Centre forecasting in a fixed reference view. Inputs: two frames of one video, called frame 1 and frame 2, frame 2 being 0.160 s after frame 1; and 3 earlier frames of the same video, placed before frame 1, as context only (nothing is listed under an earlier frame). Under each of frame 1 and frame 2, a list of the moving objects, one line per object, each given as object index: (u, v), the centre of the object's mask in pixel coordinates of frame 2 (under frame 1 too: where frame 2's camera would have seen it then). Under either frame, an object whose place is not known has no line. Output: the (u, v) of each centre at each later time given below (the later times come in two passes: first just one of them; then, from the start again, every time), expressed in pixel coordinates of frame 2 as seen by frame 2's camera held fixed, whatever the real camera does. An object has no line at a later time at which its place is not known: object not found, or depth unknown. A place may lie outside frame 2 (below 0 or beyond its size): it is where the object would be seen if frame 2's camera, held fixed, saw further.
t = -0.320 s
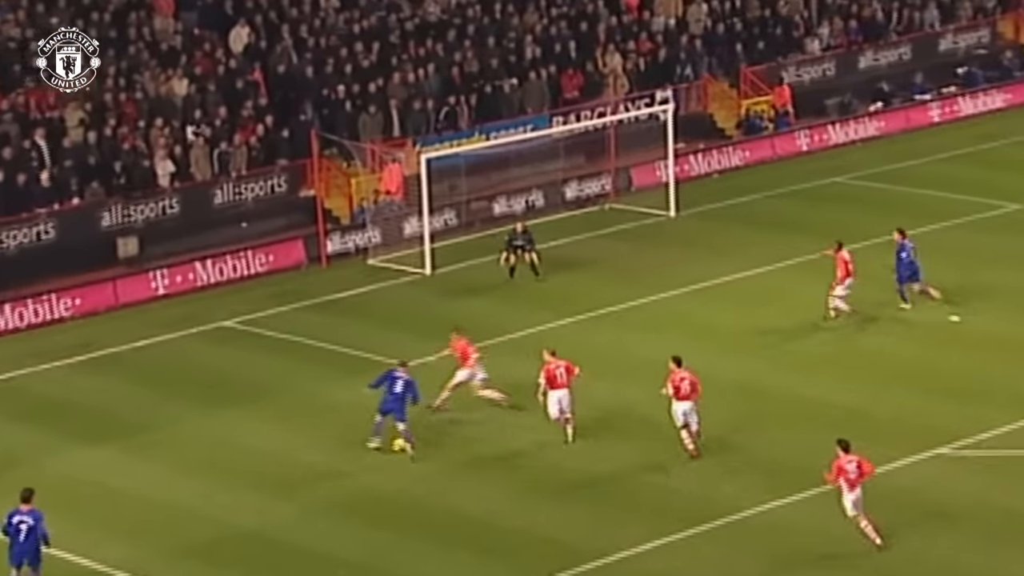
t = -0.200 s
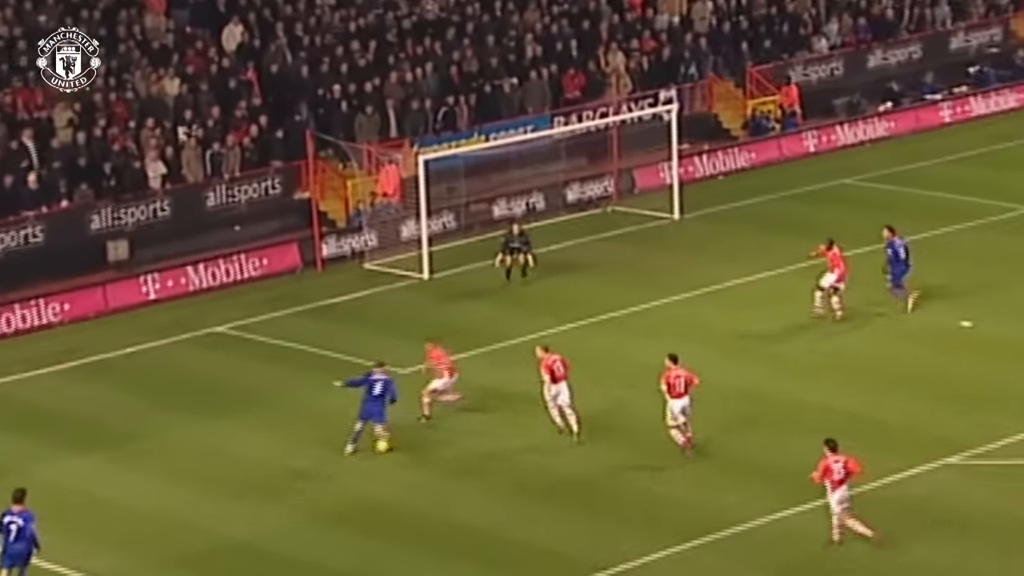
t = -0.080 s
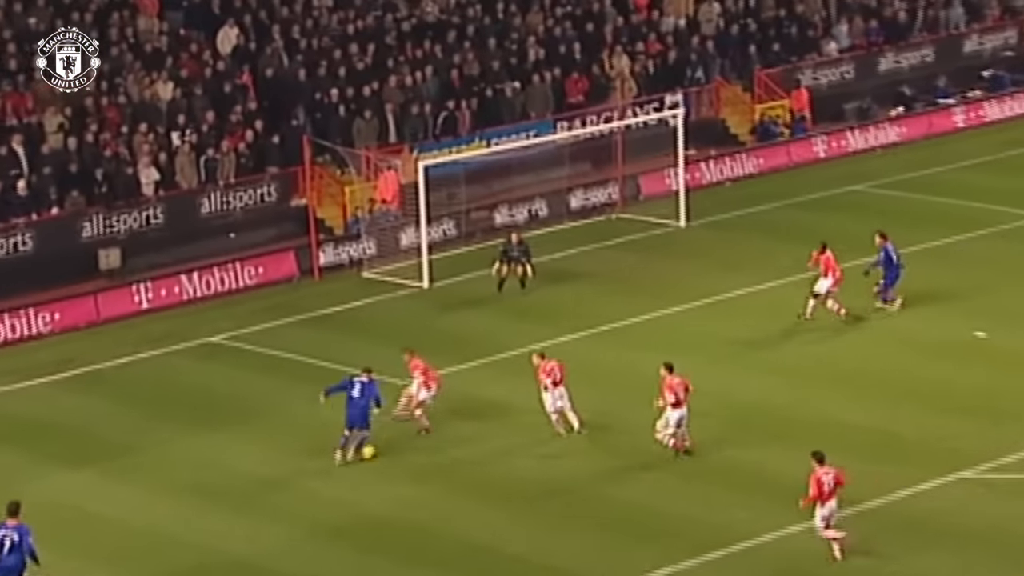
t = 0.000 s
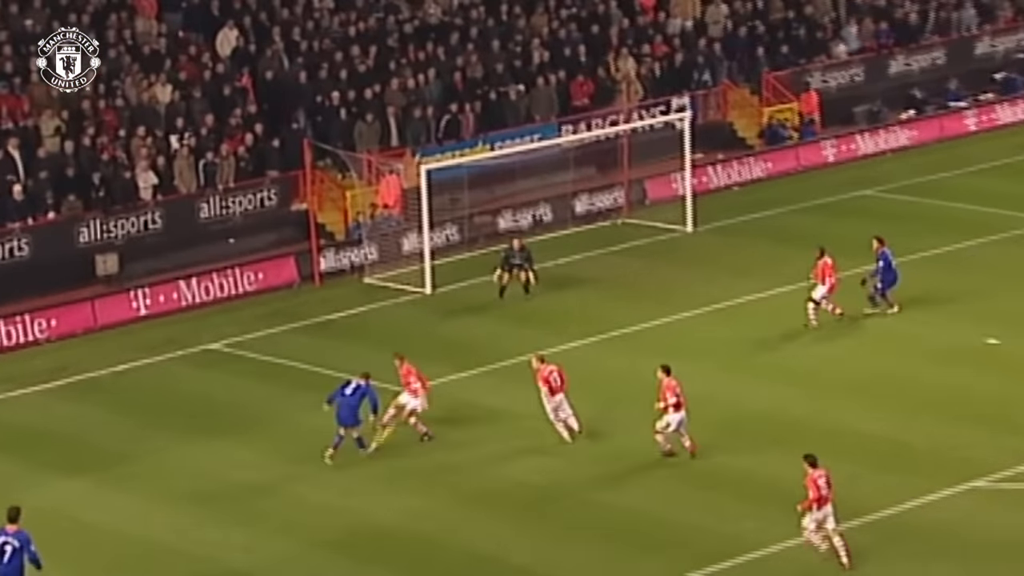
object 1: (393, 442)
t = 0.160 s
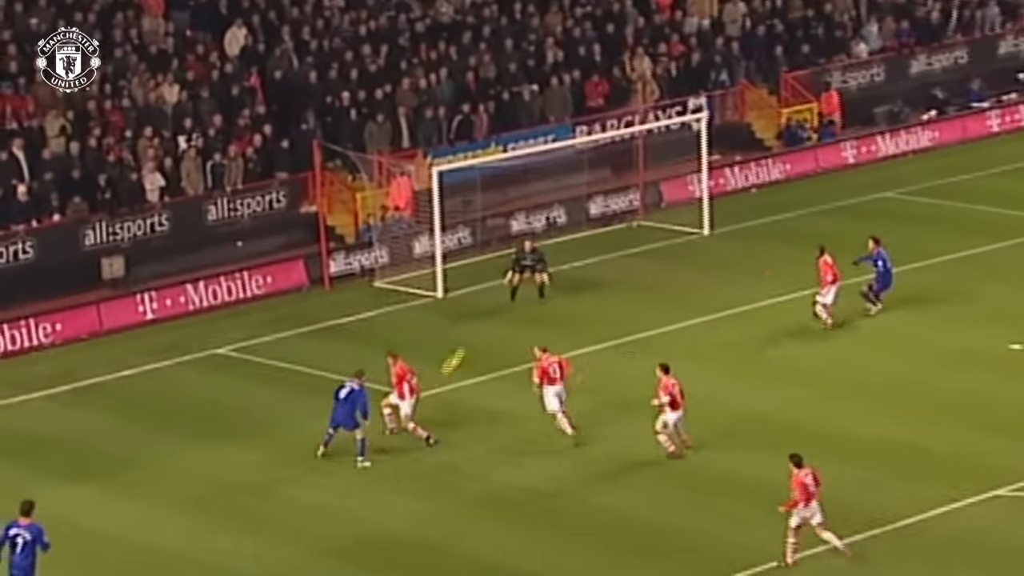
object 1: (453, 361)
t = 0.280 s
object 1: (497, 313)
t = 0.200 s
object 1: (467, 345)
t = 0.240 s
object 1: (482, 329)
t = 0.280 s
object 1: (497, 313)
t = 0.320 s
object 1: (510, 302)
